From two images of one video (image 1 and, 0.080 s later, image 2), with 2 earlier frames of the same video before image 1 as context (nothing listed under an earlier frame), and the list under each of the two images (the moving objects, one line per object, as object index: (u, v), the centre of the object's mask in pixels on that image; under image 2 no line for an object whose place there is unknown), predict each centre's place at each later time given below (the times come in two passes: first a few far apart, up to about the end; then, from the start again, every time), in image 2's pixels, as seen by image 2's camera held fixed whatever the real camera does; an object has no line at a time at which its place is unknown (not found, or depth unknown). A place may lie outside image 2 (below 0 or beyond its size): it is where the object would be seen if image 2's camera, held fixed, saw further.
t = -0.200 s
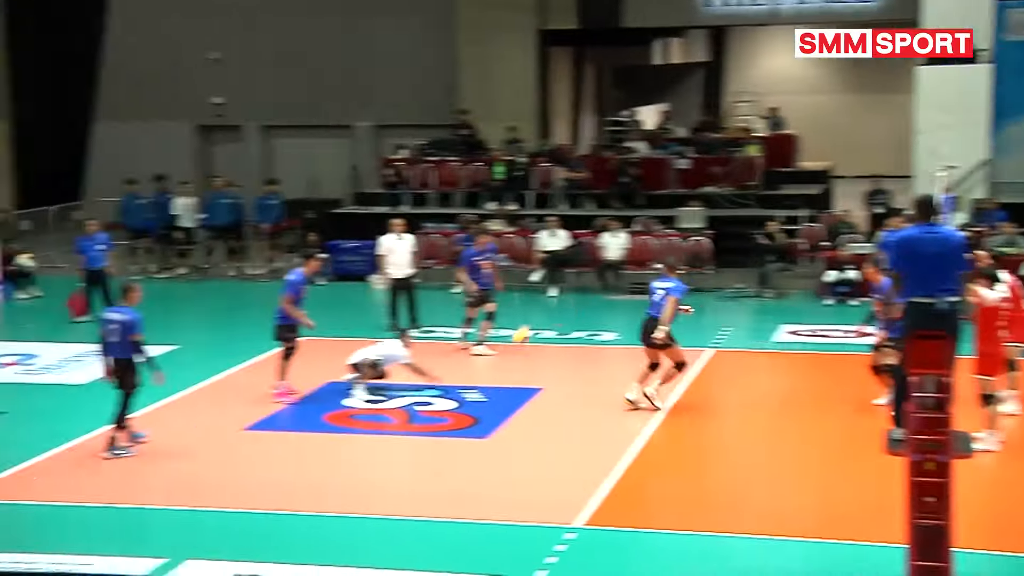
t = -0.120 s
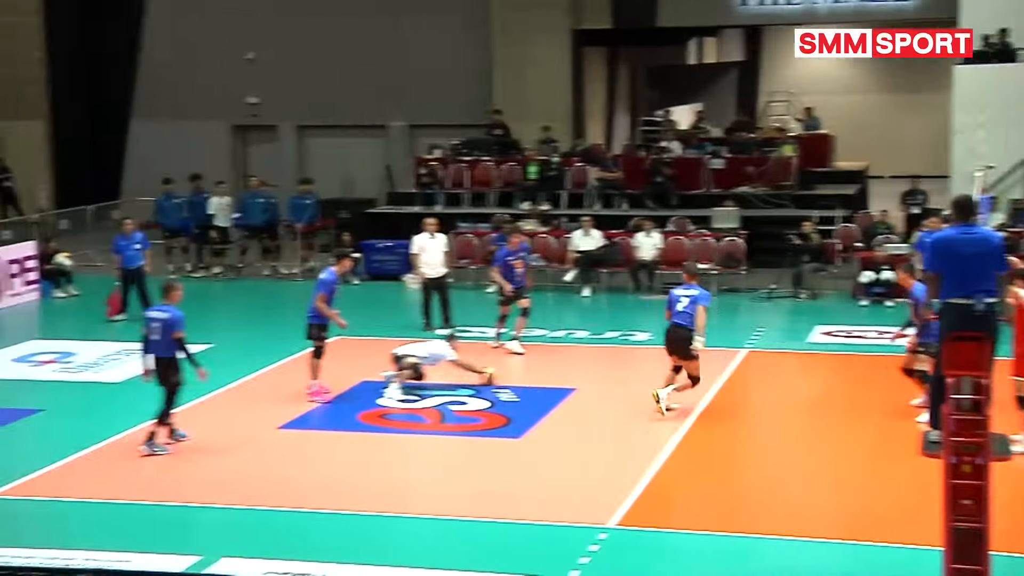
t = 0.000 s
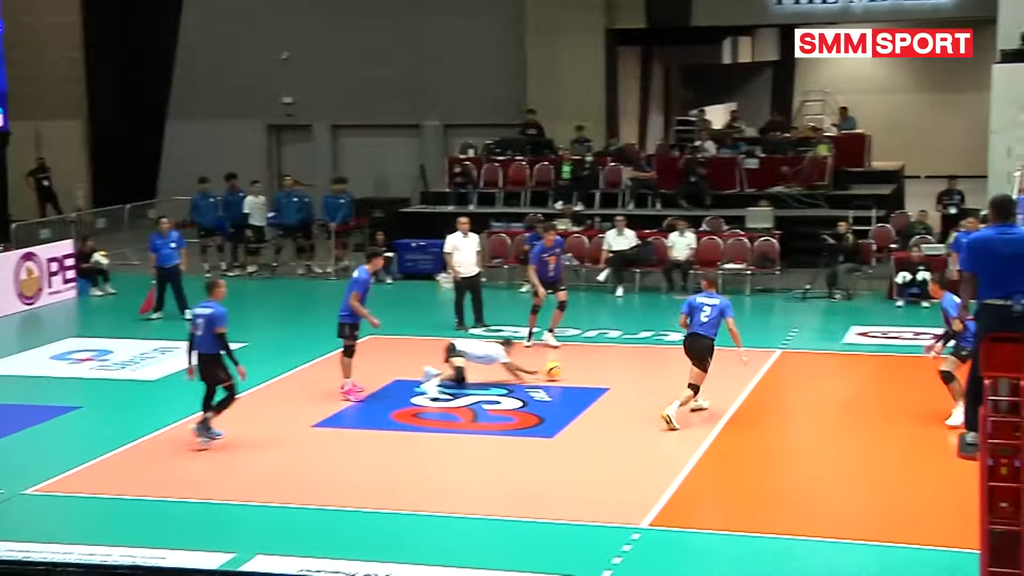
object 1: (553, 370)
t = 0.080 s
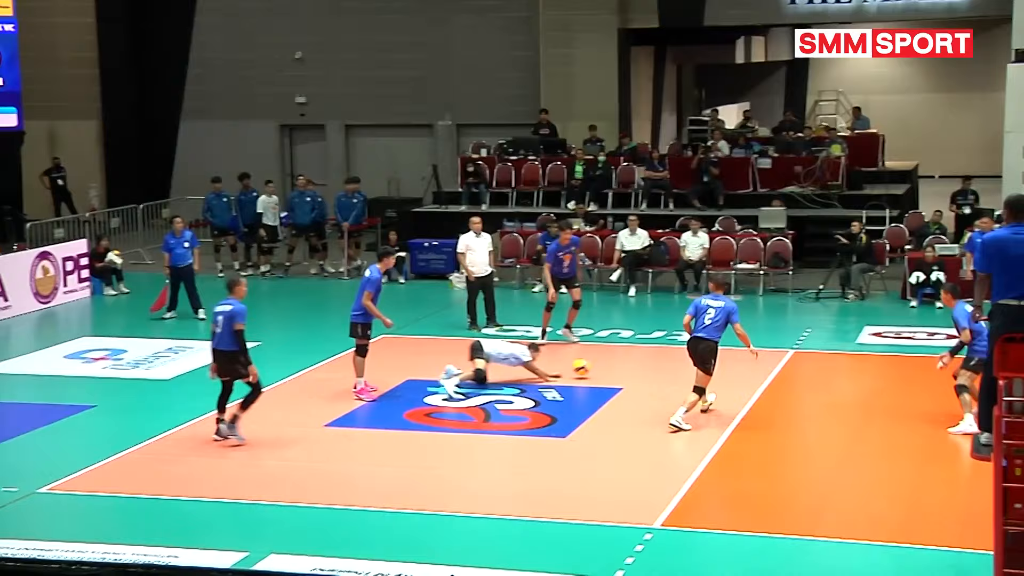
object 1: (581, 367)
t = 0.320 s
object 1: (621, 365)
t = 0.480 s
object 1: (644, 361)
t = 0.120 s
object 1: (589, 369)
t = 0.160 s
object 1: (597, 369)
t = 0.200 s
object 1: (604, 366)
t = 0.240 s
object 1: (610, 365)
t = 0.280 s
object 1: (615, 364)
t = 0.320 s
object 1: (621, 365)
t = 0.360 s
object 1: (627, 364)
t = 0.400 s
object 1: (633, 362)
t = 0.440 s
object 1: (639, 361)
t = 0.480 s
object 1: (644, 361)
